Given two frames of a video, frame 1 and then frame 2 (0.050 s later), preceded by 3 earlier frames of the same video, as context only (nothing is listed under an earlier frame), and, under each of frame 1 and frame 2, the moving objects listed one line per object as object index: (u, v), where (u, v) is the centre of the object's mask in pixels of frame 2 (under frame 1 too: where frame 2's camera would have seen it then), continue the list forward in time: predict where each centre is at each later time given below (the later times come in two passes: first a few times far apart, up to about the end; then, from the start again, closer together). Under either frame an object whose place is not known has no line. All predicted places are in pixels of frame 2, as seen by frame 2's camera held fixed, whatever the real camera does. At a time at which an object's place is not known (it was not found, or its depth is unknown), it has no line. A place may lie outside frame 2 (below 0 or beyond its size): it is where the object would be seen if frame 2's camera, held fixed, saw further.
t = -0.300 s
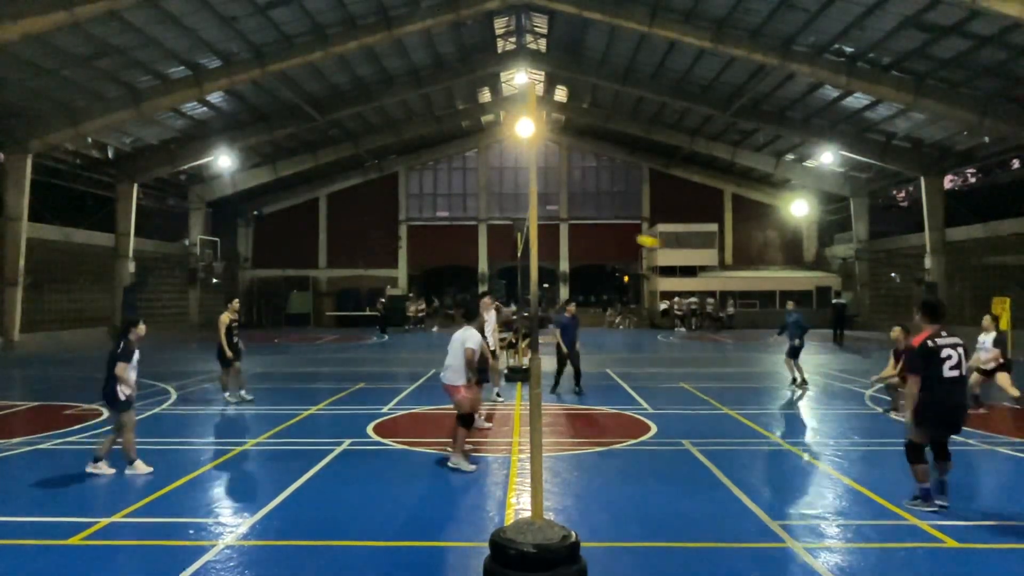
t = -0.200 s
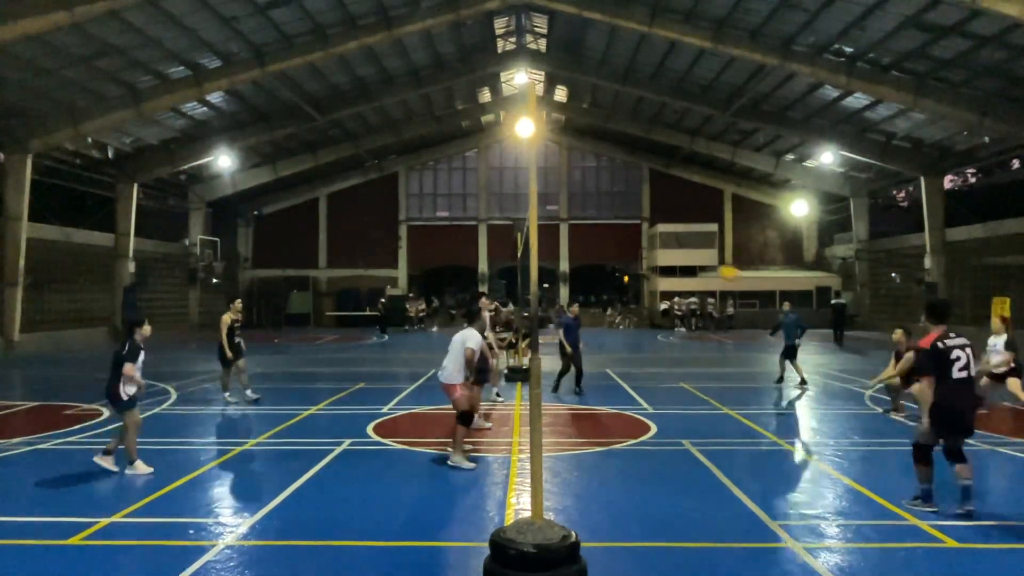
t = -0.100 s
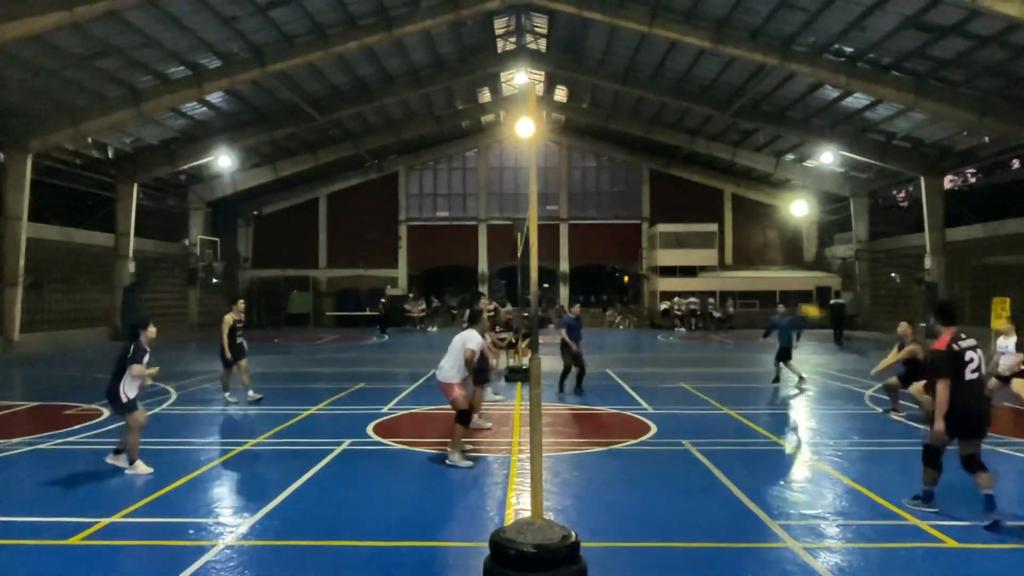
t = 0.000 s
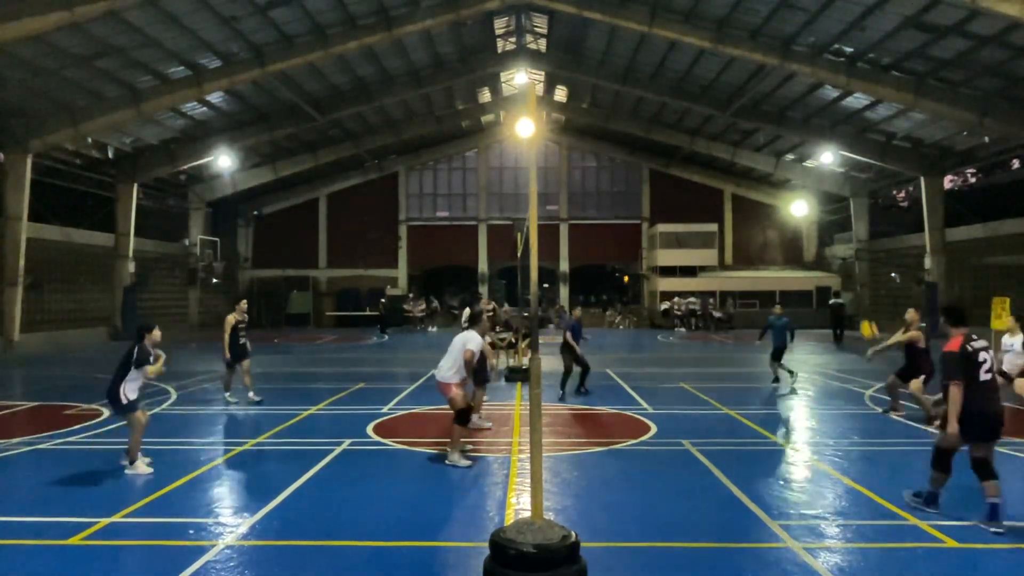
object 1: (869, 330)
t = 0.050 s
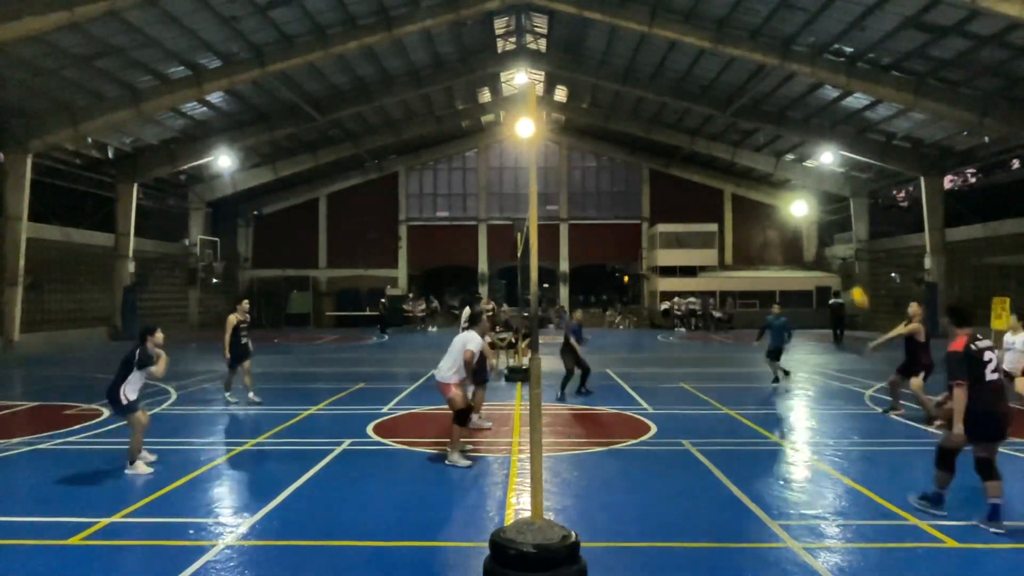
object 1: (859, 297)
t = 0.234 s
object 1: (820, 195)
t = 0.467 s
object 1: (776, 105)
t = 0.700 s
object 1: (734, 58)
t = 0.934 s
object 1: (696, 50)
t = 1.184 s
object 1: (655, 81)
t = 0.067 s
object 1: (855, 286)
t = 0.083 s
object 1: (852, 276)
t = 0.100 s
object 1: (849, 266)
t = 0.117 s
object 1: (843, 256)
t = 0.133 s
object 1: (840, 247)
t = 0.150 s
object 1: (837, 238)
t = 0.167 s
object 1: (833, 228)
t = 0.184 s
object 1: (829, 220)
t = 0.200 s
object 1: (827, 212)
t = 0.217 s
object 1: (824, 204)
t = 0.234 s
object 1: (820, 195)
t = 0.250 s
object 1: (817, 187)
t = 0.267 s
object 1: (813, 179)
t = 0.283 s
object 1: (810, 171)
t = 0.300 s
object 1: (807, 164)
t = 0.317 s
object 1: (804, 157)
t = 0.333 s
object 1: (800, 151)
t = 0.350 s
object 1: (798, 144)
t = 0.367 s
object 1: (794, 137)
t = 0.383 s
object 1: (792, 133)
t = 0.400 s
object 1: (788, 126)
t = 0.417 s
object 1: (785, 120)
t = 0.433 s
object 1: (782, 115)
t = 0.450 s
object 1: (779, 110)
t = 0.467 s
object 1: (776, 105)
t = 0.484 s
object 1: (773, 101)
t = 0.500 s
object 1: (770, 96)
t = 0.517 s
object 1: (767, 92)
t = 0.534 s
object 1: (763, 88)
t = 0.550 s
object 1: (761, 83)
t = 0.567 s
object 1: (758, 81)
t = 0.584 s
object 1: (755, 76)
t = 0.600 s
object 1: (752, 73)
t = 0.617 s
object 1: (749, 70)
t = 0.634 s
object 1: (746, 67)
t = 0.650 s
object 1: (743, 64)
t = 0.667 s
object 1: (741, 63)
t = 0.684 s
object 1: (737, 60)
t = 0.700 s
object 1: (734, 58)
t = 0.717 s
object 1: (732, 57)
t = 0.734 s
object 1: (729, 55)
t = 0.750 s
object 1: (725, 52)
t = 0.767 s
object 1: (723, 51)
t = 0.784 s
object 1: (720, 50)
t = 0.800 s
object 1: (717, 50)
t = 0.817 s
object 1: (715, 49)
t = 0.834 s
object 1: (712, 49)
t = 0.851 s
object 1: (709, 48)
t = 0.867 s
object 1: (706, 48)
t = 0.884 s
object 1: (703, 48)
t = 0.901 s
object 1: (700, 48)
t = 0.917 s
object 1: (699, 49)
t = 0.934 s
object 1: (696, 50)
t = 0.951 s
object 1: (693, 50)
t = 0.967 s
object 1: (690, 51)
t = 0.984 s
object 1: (687, 53)
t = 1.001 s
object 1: (684, 55)
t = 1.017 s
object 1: (682, 56)
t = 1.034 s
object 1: (679, 57)
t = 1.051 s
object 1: (676, 59)
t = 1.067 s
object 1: (673, 61)
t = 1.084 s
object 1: (671, 63)
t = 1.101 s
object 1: (668, 66)
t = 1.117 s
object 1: (666, 68)
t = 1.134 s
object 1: (663, 72)
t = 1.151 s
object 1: (660, 74)
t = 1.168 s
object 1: (657, 78)
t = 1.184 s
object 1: (655, 81)
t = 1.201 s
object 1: (653, 84)
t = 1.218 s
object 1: (650, 88)
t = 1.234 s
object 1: (648, 92)
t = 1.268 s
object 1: (643, 101)
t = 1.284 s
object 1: (641, 105)
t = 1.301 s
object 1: (637, 110)
